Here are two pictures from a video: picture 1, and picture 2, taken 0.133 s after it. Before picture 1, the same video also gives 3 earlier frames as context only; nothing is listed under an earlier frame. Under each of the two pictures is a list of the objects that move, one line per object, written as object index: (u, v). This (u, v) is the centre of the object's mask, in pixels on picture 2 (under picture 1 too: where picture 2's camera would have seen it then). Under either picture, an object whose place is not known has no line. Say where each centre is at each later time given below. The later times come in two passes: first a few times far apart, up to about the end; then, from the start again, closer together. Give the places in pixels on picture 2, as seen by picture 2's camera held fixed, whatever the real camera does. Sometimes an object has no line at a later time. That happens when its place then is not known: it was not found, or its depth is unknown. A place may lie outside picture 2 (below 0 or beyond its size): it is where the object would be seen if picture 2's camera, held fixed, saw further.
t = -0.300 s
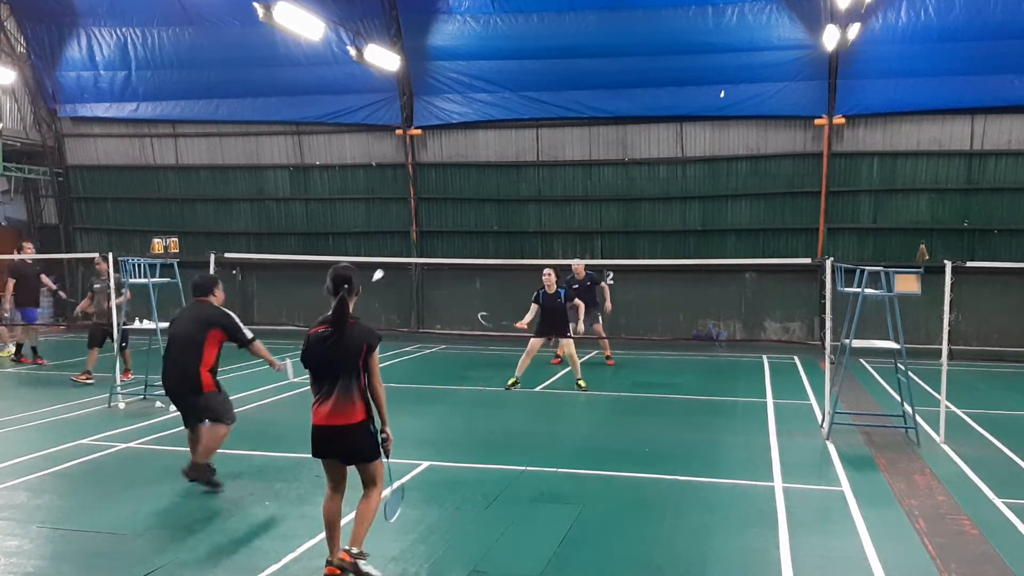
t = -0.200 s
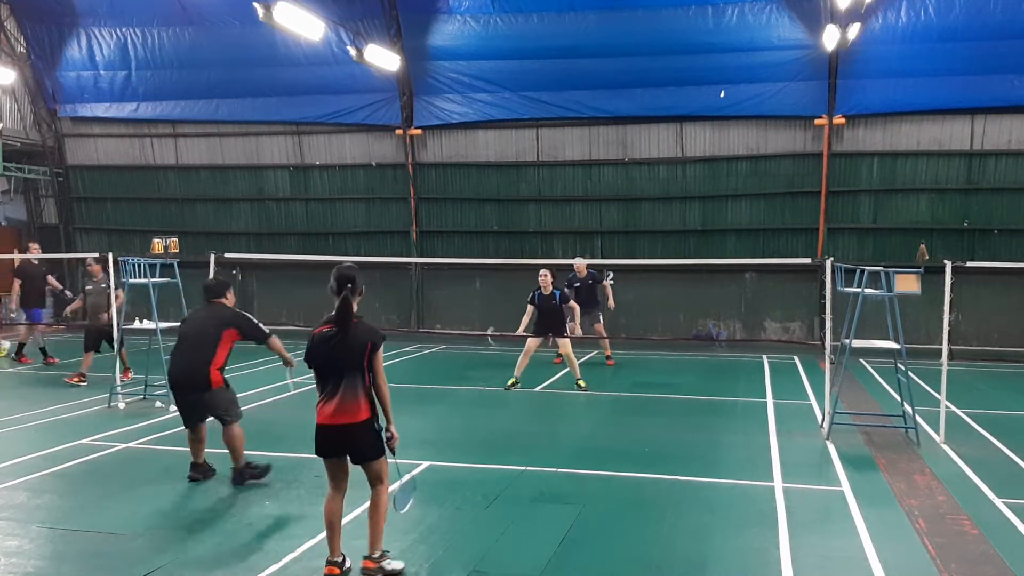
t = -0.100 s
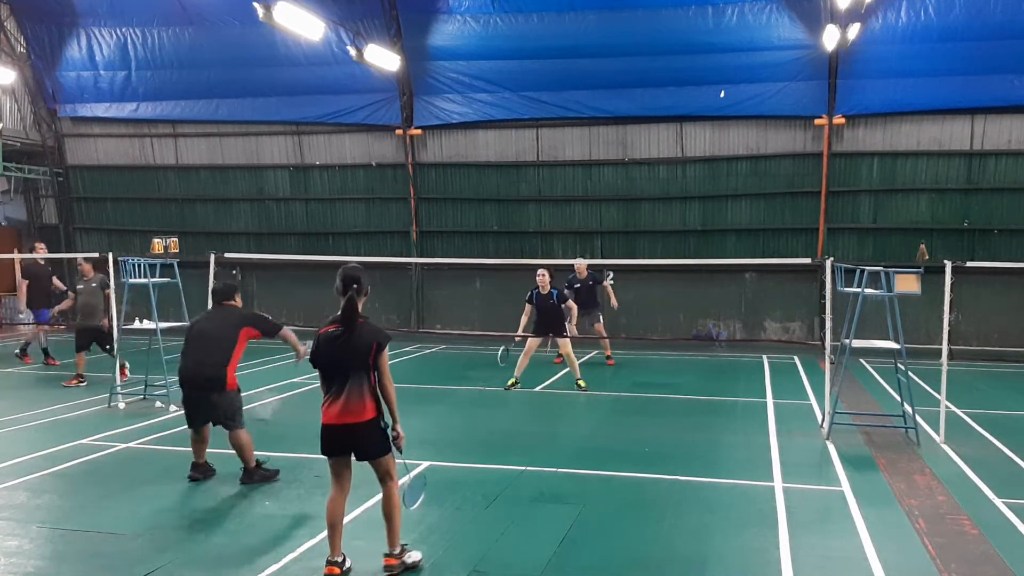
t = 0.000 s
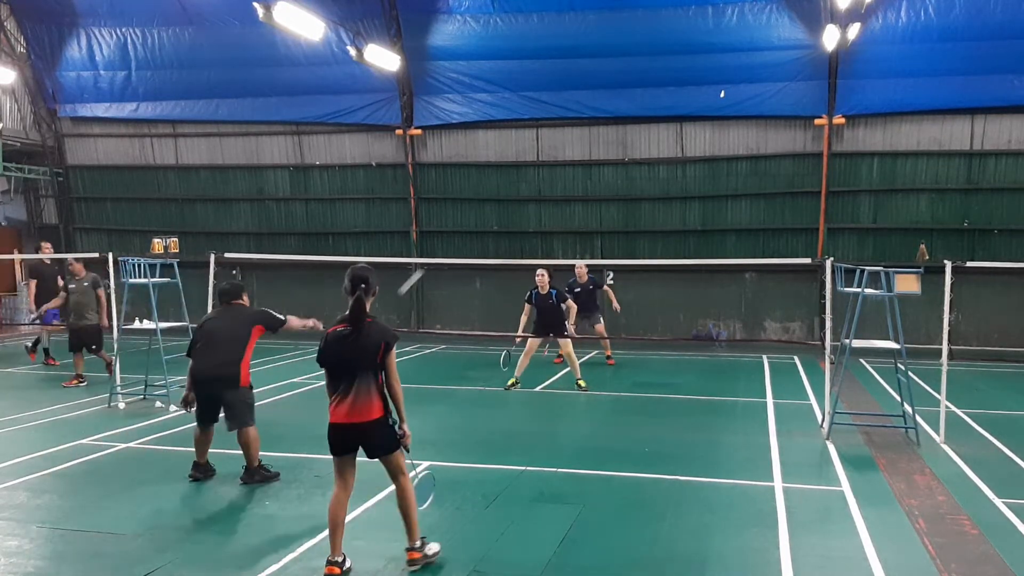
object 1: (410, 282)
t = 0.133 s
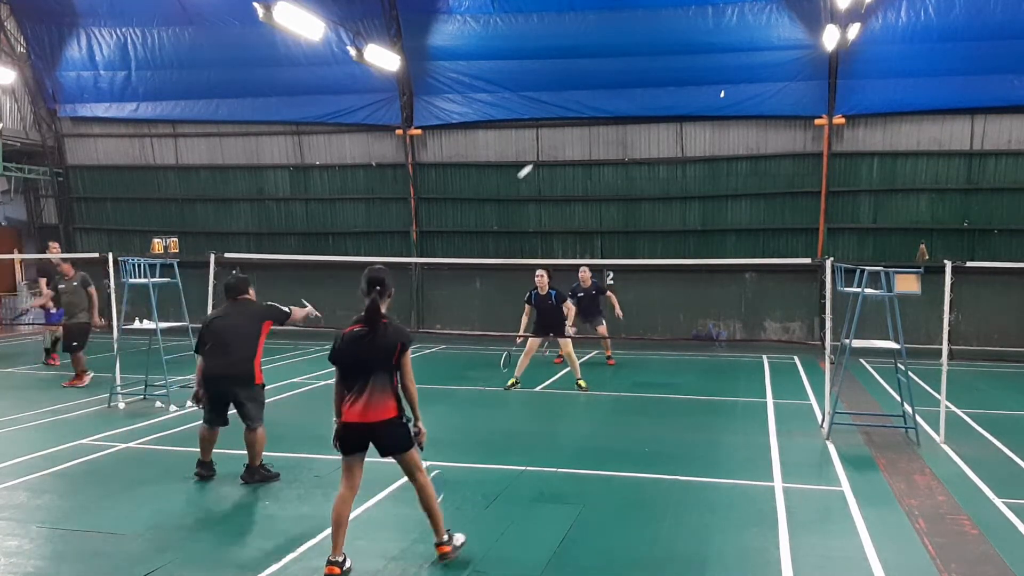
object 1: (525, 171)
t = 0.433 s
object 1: (644, 96)
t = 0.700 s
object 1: (700, 110)
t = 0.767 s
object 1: (711, 120)
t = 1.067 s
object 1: (748, 193)
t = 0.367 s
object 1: (625, 102)
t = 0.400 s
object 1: (635, 98)
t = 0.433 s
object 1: (644, 96)
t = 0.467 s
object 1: (653, 95)
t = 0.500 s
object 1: (661, 95)
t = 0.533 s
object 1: (668, 95)
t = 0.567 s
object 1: (675, 97)
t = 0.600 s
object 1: (682, 99)
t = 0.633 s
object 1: (688, 102)
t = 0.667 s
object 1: (694, 106)
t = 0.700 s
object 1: (700, 110)
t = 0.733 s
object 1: (706, 115)
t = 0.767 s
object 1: (711, 120)
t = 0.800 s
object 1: (716, 127)
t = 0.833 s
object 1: (720, 133)
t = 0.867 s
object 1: (725, 140)
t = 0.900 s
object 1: (730, 148)
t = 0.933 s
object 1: (734, 156)
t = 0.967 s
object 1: (737, 165)
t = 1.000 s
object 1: (741, 174)
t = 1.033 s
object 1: (745, 183)
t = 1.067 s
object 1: (748, 193)
